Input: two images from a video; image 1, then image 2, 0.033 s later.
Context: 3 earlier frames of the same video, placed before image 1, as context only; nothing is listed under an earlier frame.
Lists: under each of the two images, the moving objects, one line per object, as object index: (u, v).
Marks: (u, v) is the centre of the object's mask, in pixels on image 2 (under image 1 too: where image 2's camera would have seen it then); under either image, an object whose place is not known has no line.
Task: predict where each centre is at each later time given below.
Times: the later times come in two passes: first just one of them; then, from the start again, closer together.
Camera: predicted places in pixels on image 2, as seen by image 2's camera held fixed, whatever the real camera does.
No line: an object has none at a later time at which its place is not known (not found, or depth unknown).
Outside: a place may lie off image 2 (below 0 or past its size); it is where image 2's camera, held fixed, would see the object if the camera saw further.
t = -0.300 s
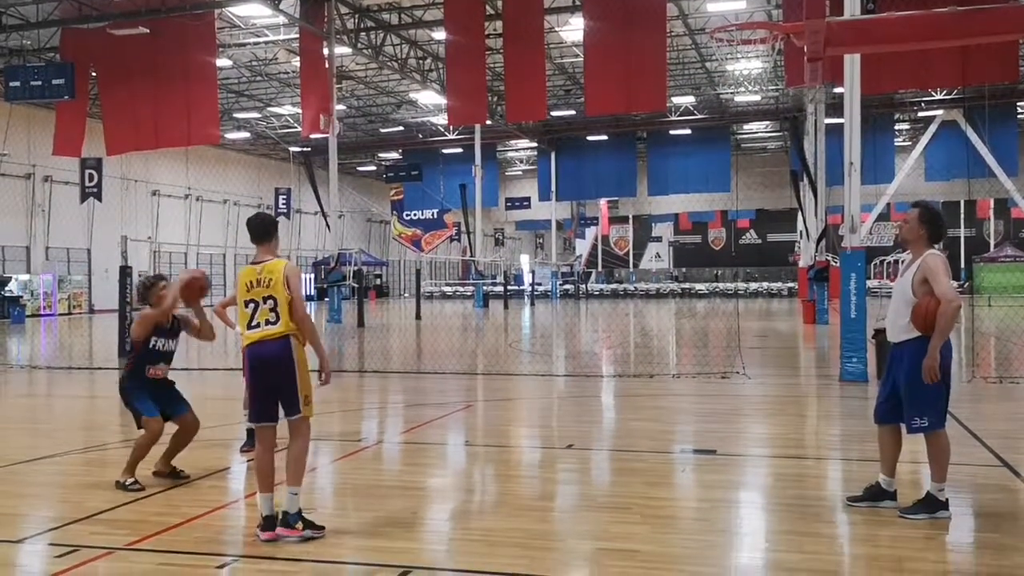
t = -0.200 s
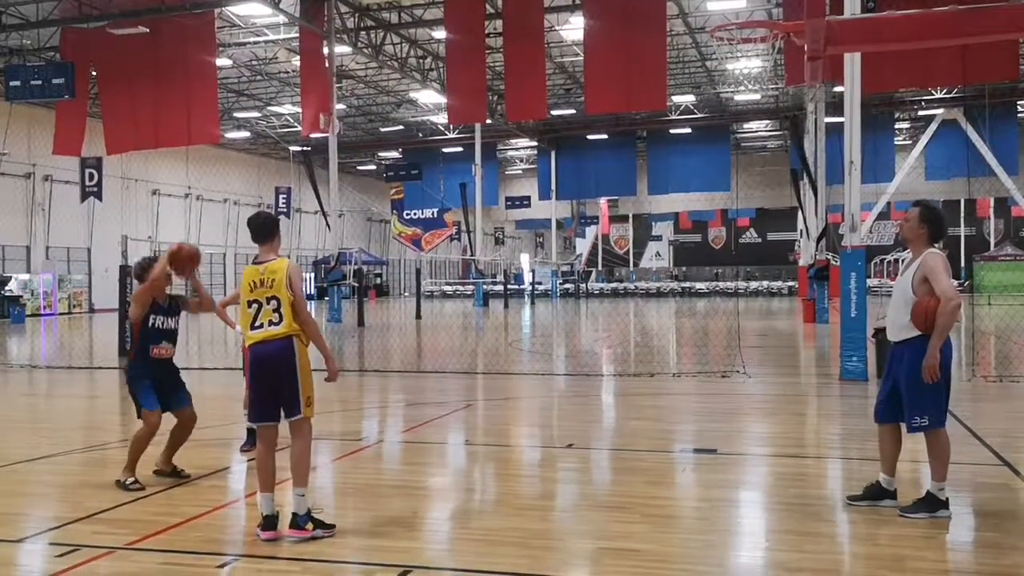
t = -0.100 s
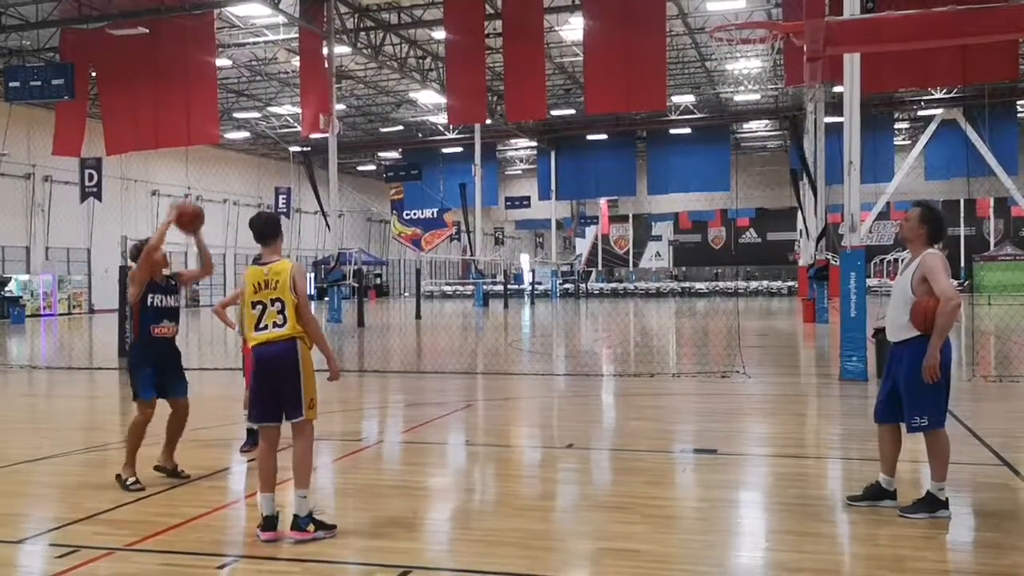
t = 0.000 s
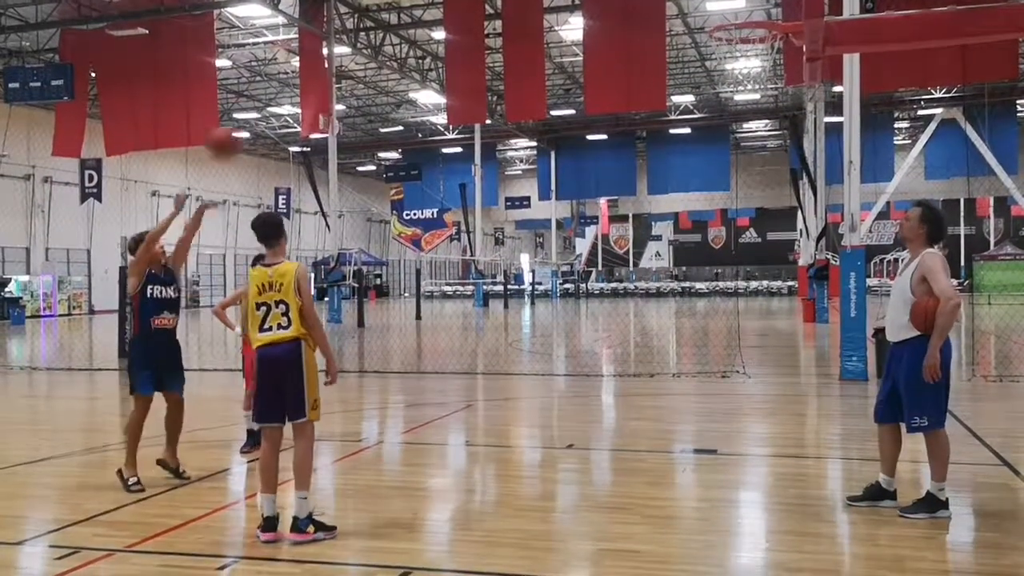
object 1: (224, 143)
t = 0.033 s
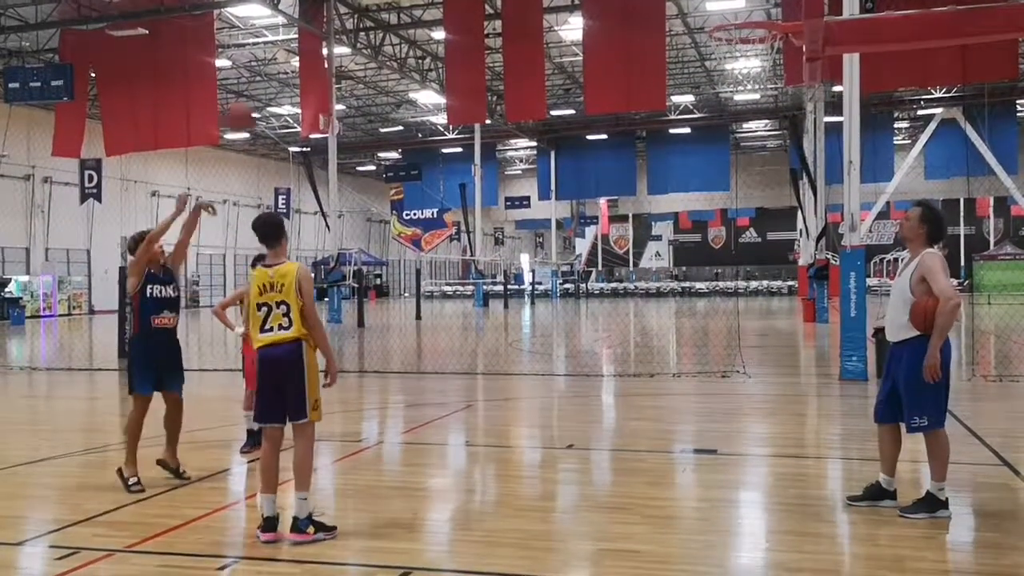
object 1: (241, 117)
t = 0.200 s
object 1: (317, 12)
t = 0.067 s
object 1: (255, 93)
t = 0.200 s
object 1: (317, 12)
